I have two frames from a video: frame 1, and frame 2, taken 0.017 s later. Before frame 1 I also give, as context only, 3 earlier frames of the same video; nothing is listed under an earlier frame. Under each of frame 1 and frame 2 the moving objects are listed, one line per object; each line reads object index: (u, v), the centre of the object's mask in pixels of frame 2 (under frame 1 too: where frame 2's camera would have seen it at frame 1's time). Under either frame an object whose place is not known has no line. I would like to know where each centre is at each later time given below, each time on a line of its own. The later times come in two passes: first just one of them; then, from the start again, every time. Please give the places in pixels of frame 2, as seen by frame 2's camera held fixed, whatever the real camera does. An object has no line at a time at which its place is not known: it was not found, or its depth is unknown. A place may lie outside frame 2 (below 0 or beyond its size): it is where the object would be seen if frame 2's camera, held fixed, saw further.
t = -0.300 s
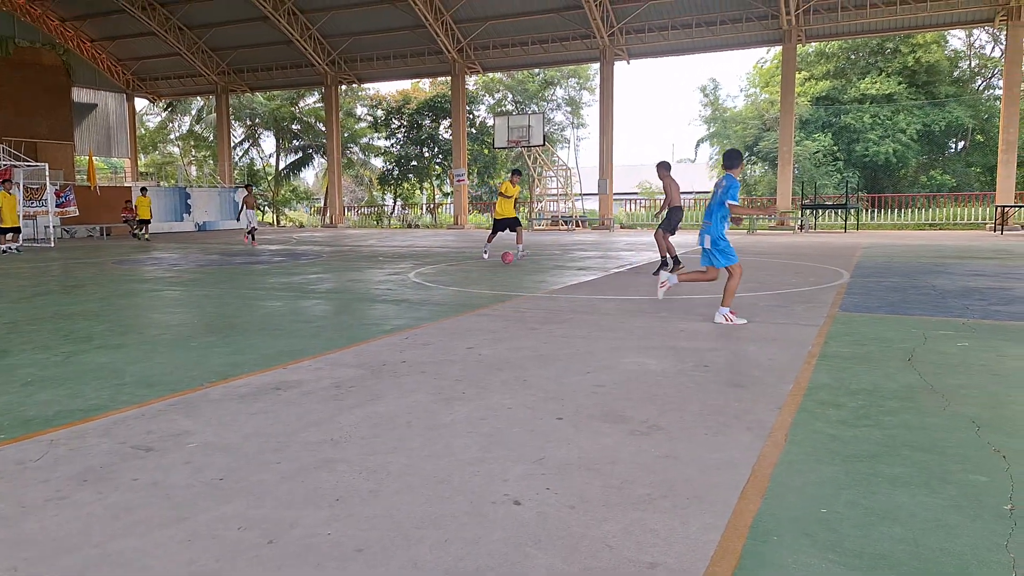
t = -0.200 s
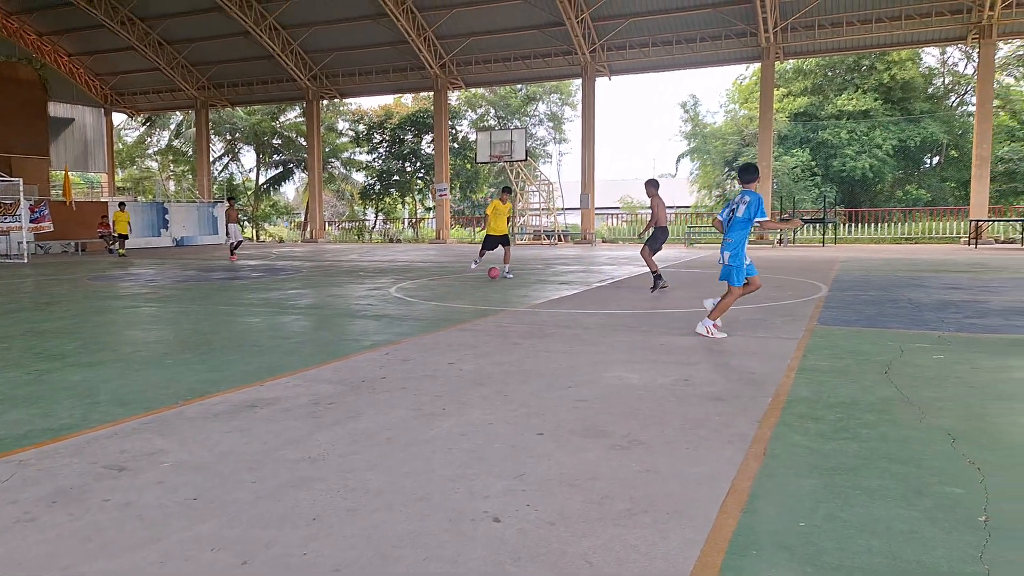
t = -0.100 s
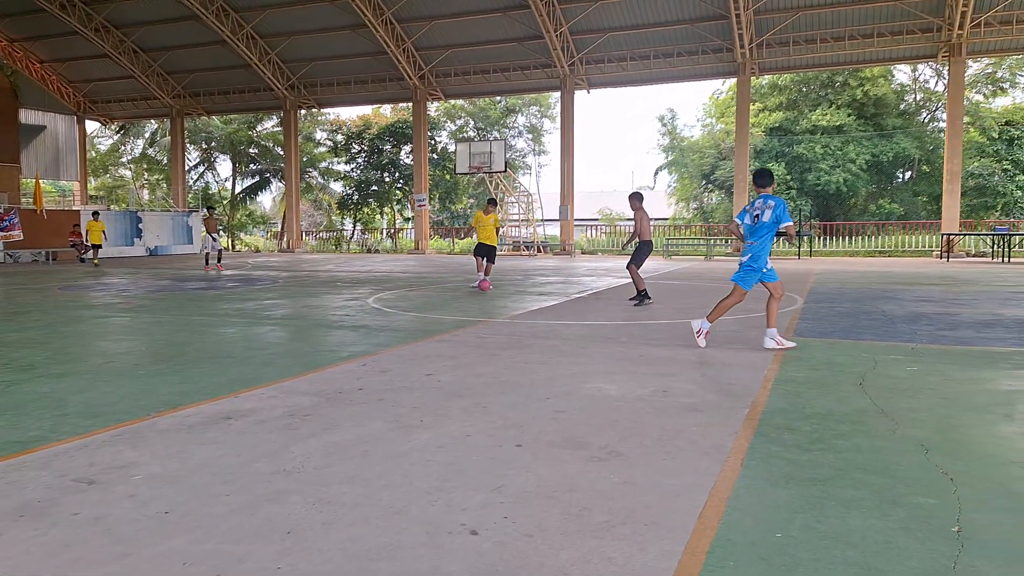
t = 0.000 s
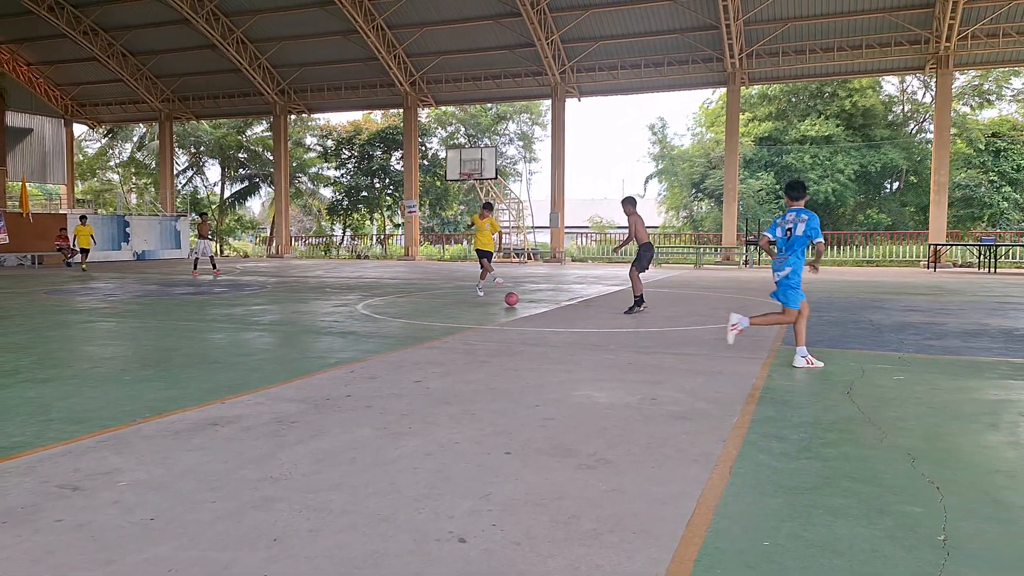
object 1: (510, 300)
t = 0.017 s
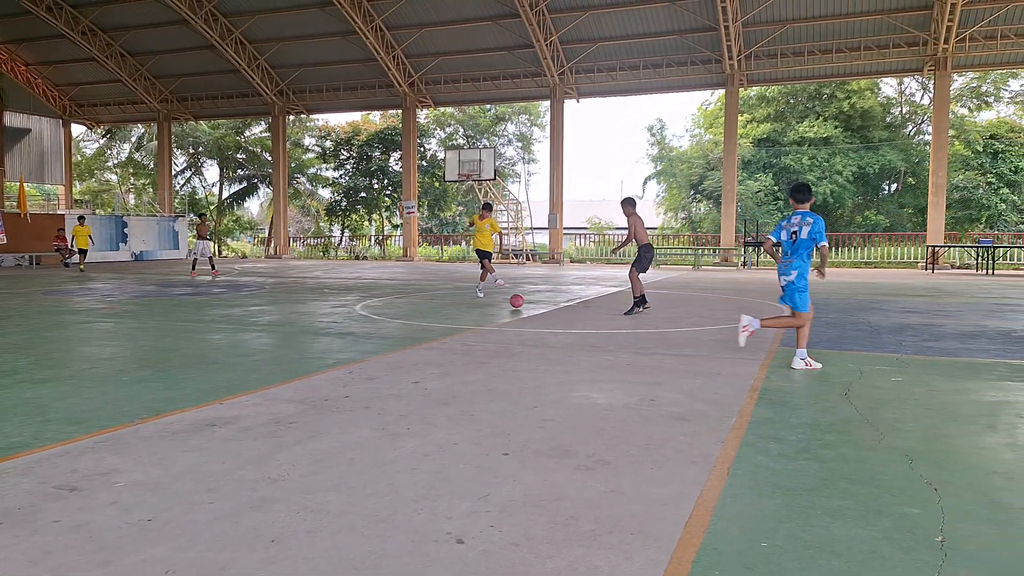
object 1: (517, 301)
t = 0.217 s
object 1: (616, 319)
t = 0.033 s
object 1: (523, 302)
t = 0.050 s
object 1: (531, 304)
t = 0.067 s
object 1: (538, 305)
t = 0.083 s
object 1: (546, 307)
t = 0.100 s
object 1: (553, 308)
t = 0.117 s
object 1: (562, 309)
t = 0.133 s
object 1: (570, 311)
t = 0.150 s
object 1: (579, 313)
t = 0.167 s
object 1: (588, 315)
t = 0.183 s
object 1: (597, 317)
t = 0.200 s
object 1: (606, 318)
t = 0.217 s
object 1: (616, 319)
